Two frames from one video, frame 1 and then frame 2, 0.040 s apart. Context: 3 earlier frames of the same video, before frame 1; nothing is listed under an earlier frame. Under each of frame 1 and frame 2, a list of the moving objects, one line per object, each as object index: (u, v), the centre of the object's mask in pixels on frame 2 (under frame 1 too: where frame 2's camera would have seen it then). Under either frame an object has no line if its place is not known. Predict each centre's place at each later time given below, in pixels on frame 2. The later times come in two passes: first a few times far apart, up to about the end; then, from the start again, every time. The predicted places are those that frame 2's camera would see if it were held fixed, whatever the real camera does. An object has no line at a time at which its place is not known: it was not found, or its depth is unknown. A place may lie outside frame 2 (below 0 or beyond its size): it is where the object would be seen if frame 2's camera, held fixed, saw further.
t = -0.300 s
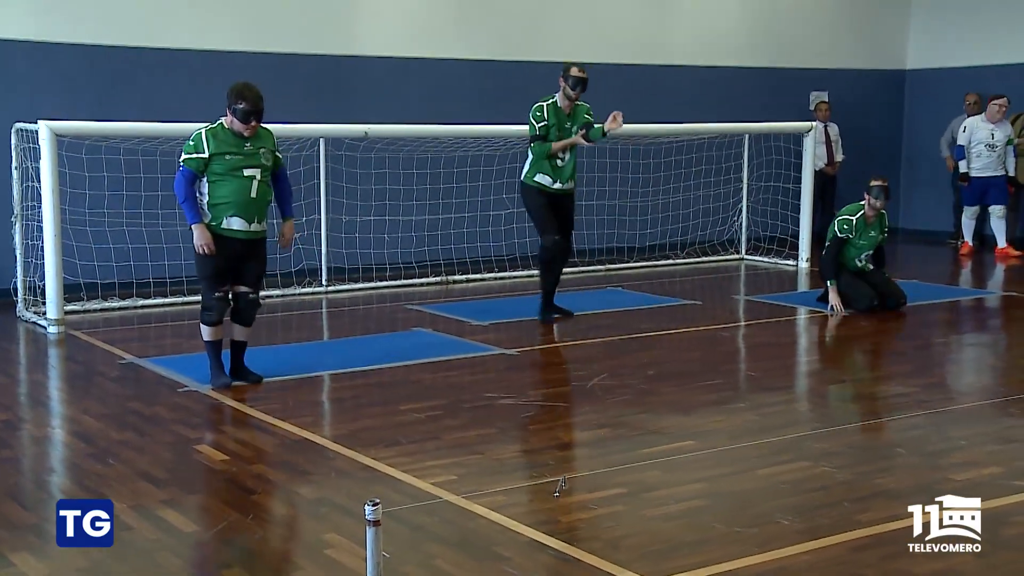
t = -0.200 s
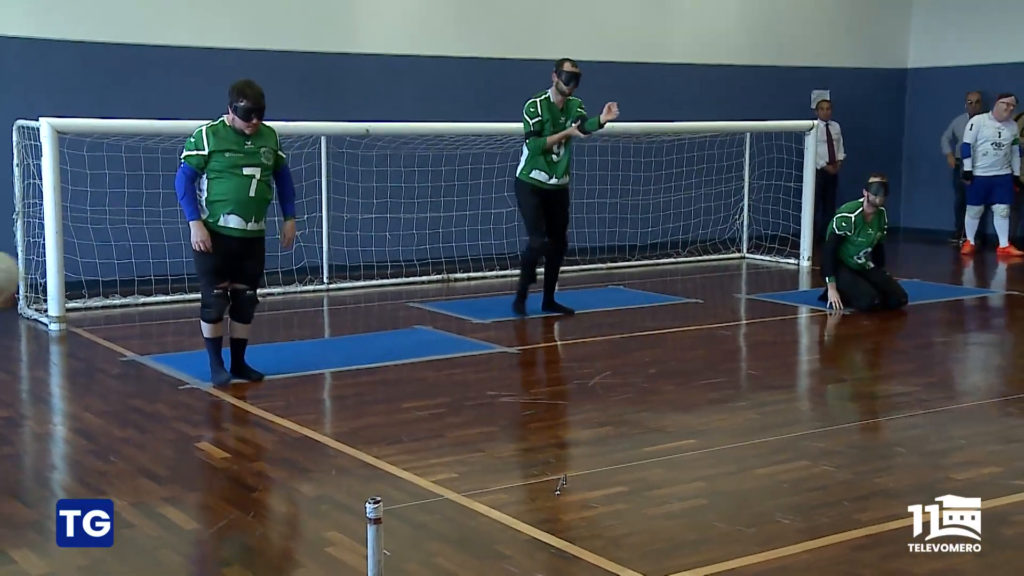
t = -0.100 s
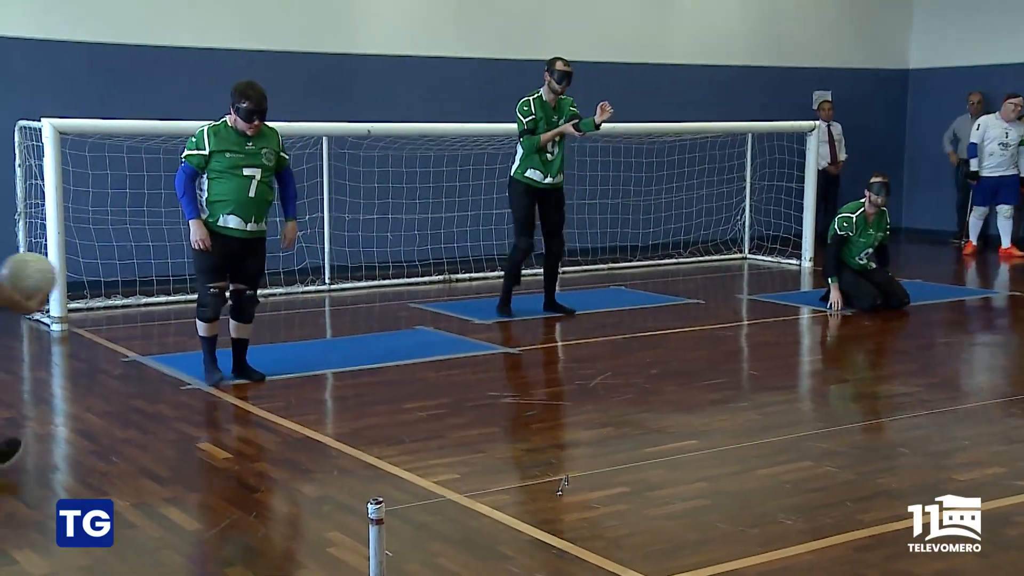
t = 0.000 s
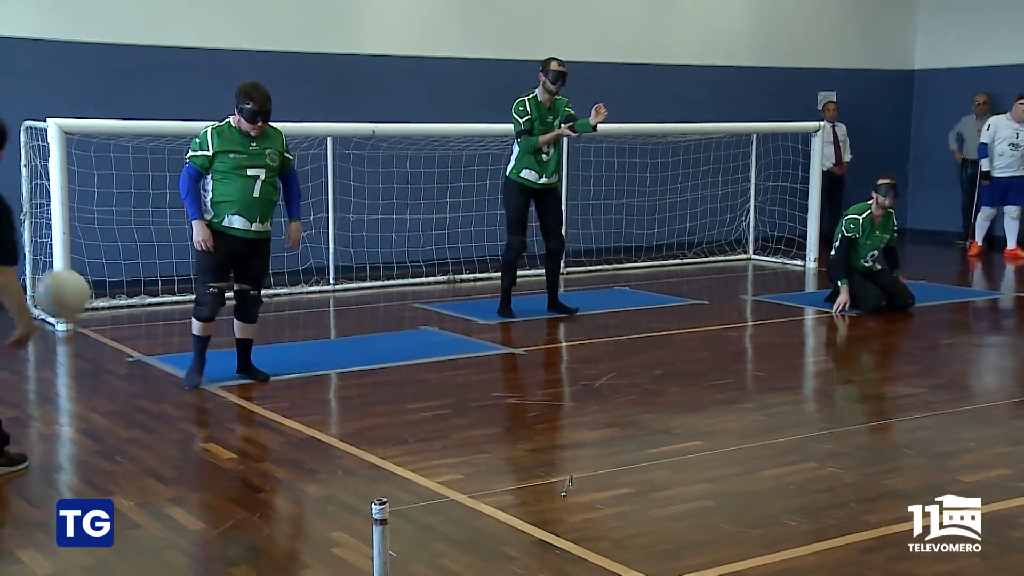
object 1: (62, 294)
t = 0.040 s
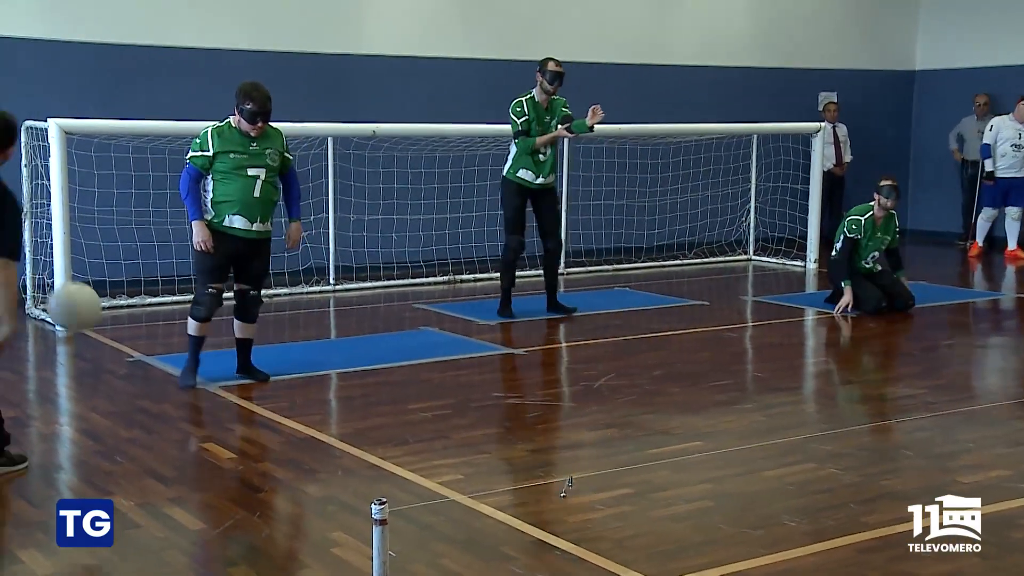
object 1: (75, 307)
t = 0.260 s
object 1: (129, 406)
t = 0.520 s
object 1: (156, 314)
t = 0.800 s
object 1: (186, 362)
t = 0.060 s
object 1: (80, 313)
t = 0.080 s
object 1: (86, 323)
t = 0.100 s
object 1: (90, 332)
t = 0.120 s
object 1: (95, 341)
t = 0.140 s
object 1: (101, 353)
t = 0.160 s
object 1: (105, 364)
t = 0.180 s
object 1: (111, 374)
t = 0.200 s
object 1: (116, 388)
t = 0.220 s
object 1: (121, 402)
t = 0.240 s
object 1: (126, 416)
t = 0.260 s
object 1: (129, 406)
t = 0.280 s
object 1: (132, 394)
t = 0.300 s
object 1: (133, 383)
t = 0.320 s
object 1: (135, 373)
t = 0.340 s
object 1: (137, 363)
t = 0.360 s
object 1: (140, 354)
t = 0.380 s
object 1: (142, 346)
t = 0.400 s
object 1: (144, 339)
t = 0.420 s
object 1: (146, 333)
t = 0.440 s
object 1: (148, 329)
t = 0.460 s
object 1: (150, 323)
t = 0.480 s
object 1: (151, 318)
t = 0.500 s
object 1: (153, 316)
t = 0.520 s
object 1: (156, 314)
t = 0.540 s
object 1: (158, 313)
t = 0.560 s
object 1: (160, 311)
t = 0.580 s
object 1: (161, 311)
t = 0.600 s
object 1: (163, 312)
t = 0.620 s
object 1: (166, 313)
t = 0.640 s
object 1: (168, 316)
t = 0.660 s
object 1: (169, 318)
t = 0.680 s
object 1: (172, 322)
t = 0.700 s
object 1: (175, 327)
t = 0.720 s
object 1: (177, 332)
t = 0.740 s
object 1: (179, 338)
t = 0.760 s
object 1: (181, 344)
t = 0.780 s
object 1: (183, 351)
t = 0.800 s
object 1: (186, 362)
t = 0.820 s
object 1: (189, 370)
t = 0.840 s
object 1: (190, 380)
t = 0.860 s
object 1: (194, 392)
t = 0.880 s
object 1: (196, 390)
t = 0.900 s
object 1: (198, 380)
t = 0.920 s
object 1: (200, 371)
